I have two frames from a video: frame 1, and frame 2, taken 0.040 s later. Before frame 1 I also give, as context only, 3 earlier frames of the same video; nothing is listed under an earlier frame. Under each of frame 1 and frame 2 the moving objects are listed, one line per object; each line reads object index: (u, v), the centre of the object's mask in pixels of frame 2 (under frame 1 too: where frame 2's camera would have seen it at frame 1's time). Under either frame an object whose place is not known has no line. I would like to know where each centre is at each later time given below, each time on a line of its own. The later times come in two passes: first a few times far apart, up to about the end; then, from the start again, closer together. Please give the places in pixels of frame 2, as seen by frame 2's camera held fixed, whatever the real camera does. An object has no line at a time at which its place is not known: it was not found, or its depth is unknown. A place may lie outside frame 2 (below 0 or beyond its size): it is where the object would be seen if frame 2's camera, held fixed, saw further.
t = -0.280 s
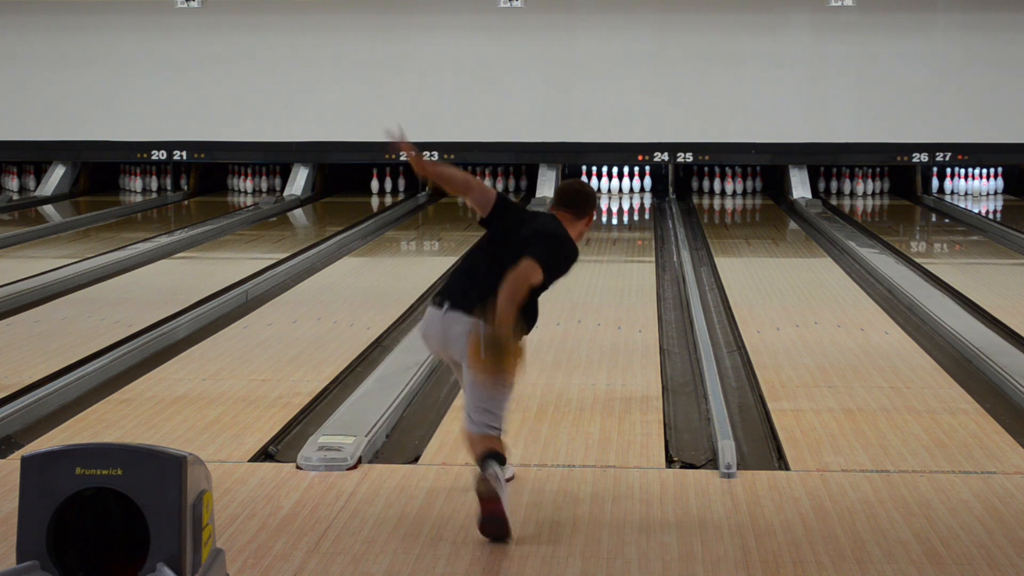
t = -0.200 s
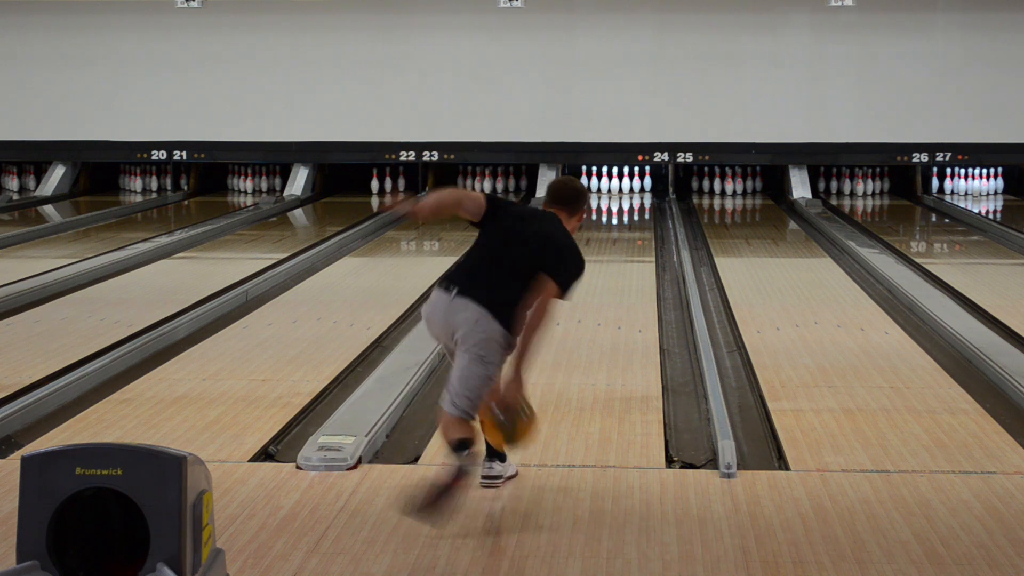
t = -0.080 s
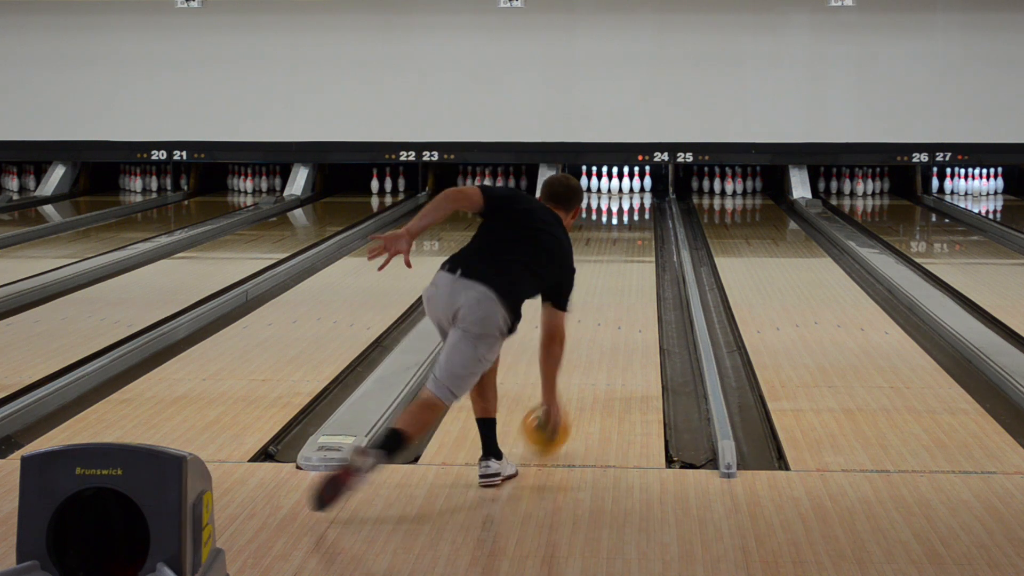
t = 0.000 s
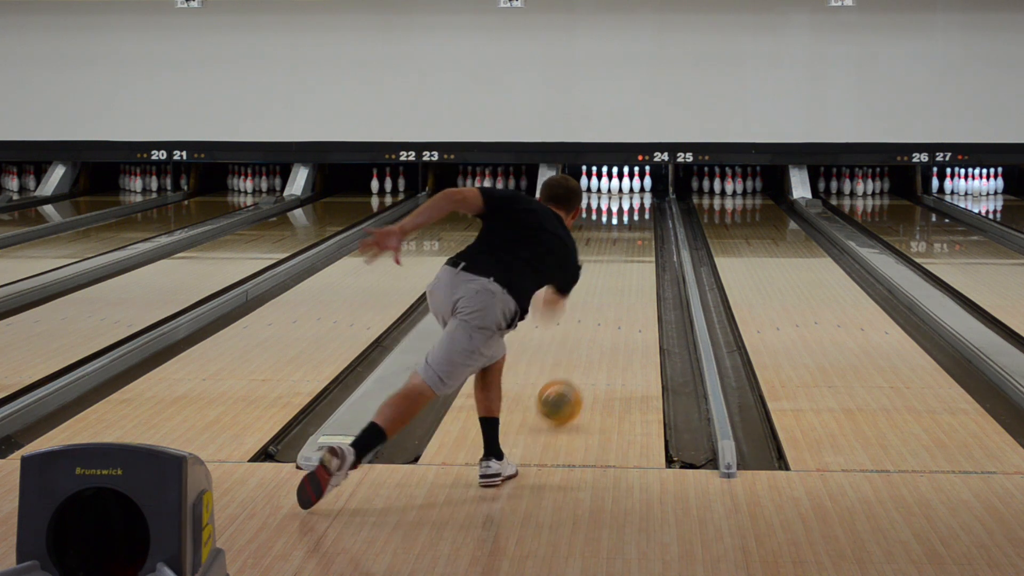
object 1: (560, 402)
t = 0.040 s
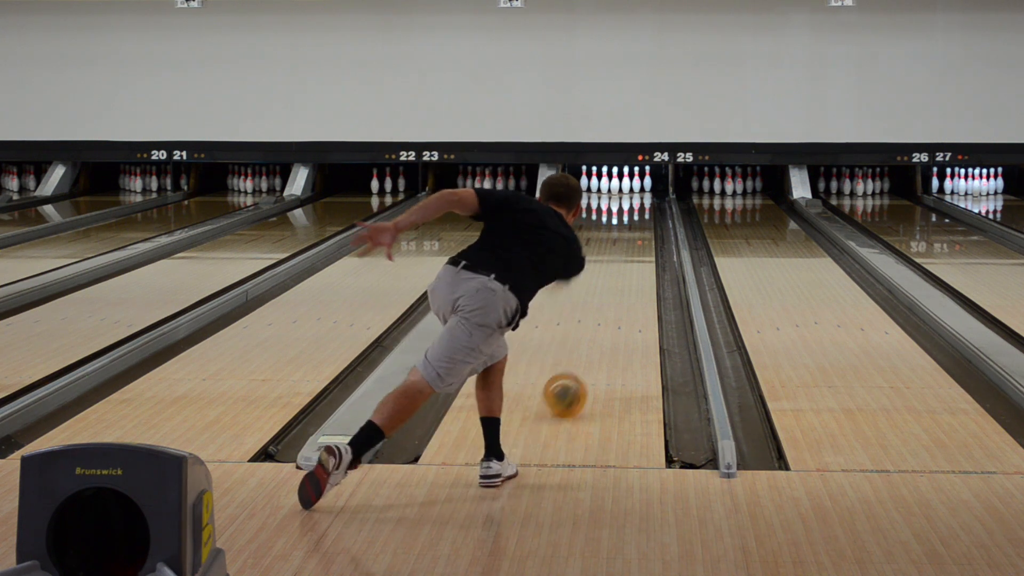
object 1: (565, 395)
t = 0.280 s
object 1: (592, 343)
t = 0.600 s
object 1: (615, 293)
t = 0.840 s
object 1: (627, 266)
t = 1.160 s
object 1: (637, 241)
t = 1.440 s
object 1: (639, 224)
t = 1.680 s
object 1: (636, 208)
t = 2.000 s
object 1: (630, 199)
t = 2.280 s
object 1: (621, 190)
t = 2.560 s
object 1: (608, 184)
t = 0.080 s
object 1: (570, 385)
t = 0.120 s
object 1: (576, 375)
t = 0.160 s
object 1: (580, 366)
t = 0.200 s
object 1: (584, 358)
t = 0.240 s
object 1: (588, 351)
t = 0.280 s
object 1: (592, 343)
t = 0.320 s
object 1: (596, 335)
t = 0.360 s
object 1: (599, 328)
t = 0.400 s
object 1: (602, 322)
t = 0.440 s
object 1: (605, 315)
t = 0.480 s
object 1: (608, 310)
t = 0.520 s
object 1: (610, 304)
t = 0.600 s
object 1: (615, 293)
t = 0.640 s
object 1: (617, 288)
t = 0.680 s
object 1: (619, 283)
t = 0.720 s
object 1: (621, 279)
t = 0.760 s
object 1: (623, 275)
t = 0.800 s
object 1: (625, 270)
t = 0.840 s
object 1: (627, 266)
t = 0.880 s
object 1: (628, 263)
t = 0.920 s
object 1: (630, 260)
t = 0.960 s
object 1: (632, 255)
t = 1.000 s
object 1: (633, 252)
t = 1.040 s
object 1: (634, 249)
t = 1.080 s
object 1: (635, 247)
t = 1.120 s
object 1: (636, 243)
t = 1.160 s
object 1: (637, 241)
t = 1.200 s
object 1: (637, 238)
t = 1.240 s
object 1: (638, 235)
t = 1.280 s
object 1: (638, 233)
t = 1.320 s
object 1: (639, 231)
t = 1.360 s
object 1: (639, 228)
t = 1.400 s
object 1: (639, 226)
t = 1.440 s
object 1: (639, 224)
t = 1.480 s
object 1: (639, 221)
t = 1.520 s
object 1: (639, 219)
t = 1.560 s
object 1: (639, 218)
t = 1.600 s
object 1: (638, 216)
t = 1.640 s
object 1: (638, 214)
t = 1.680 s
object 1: (636, 208)
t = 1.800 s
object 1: (631, 201)
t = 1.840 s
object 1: (631, 201)
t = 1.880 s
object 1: (633, 201)
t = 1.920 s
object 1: (634, 202)
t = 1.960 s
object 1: (632, 200)
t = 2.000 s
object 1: (630, 199)
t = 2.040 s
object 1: (629, 197)
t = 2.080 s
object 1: (627, 196)
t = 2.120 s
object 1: (626, 195)
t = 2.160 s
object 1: (625, 194)
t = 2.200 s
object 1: (623, 192)
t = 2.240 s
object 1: (622, 191)
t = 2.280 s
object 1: (621, 190)
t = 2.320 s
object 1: (619, 189)
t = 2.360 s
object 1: (617, 188)
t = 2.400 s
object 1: (617, 187)
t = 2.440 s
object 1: (615, 186)
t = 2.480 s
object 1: (613, 185)
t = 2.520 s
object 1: (610, 185)
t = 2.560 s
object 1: (608, 184)
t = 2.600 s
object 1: (607, 184)
